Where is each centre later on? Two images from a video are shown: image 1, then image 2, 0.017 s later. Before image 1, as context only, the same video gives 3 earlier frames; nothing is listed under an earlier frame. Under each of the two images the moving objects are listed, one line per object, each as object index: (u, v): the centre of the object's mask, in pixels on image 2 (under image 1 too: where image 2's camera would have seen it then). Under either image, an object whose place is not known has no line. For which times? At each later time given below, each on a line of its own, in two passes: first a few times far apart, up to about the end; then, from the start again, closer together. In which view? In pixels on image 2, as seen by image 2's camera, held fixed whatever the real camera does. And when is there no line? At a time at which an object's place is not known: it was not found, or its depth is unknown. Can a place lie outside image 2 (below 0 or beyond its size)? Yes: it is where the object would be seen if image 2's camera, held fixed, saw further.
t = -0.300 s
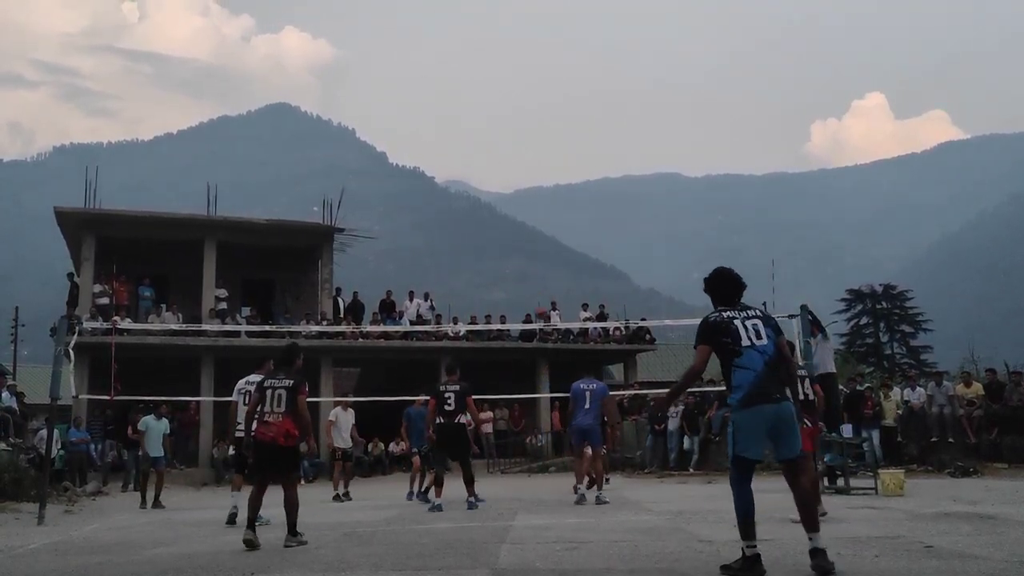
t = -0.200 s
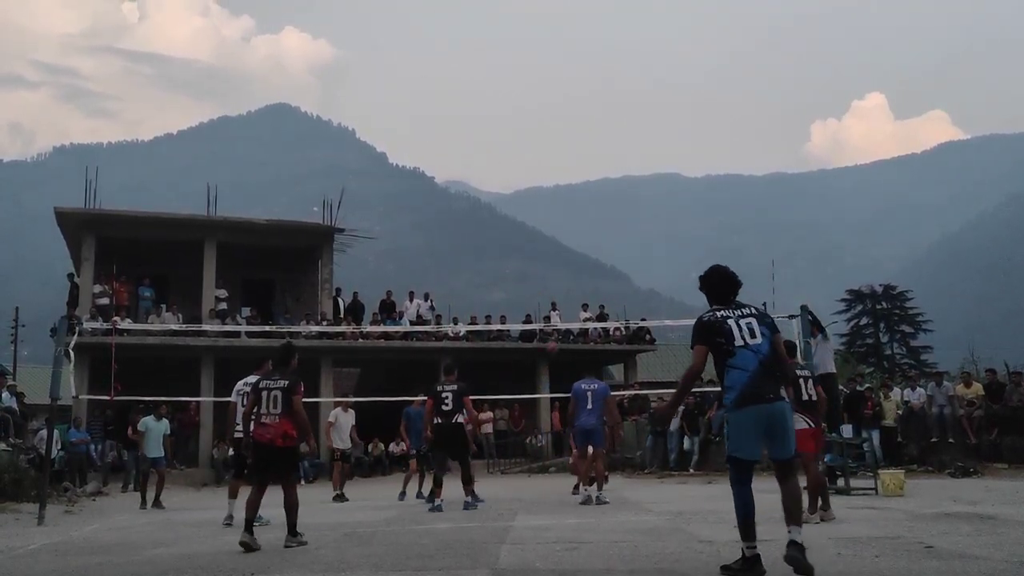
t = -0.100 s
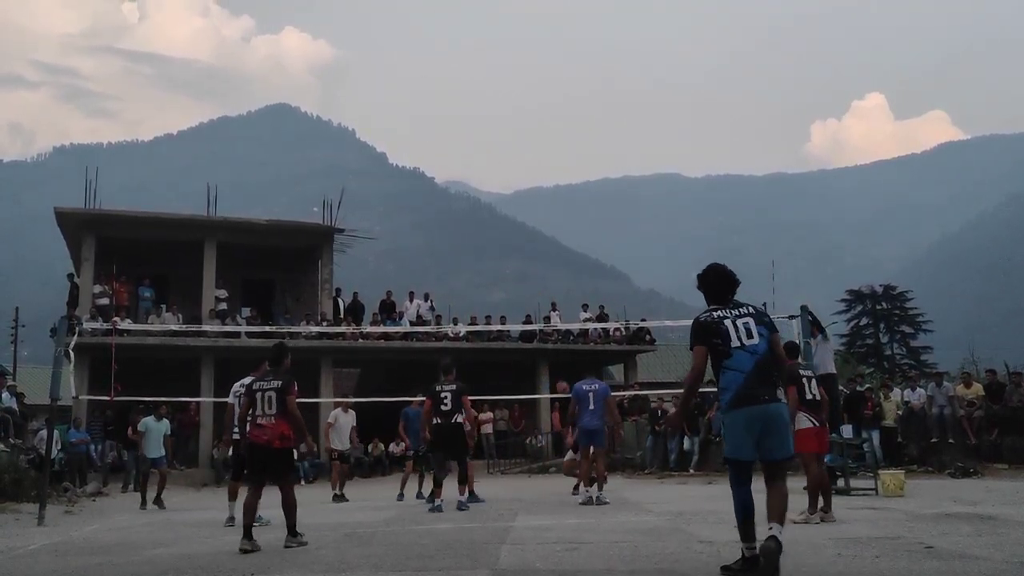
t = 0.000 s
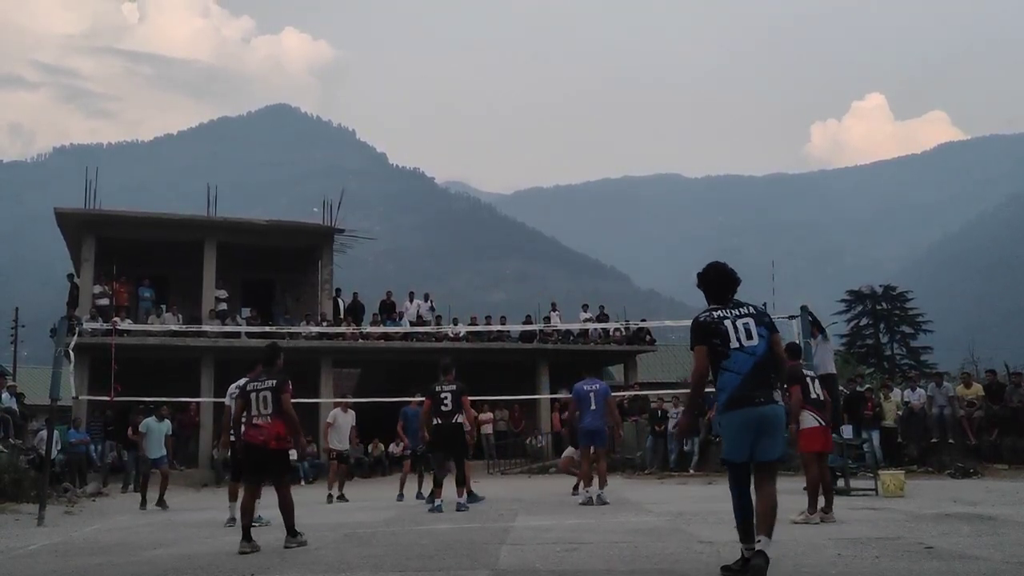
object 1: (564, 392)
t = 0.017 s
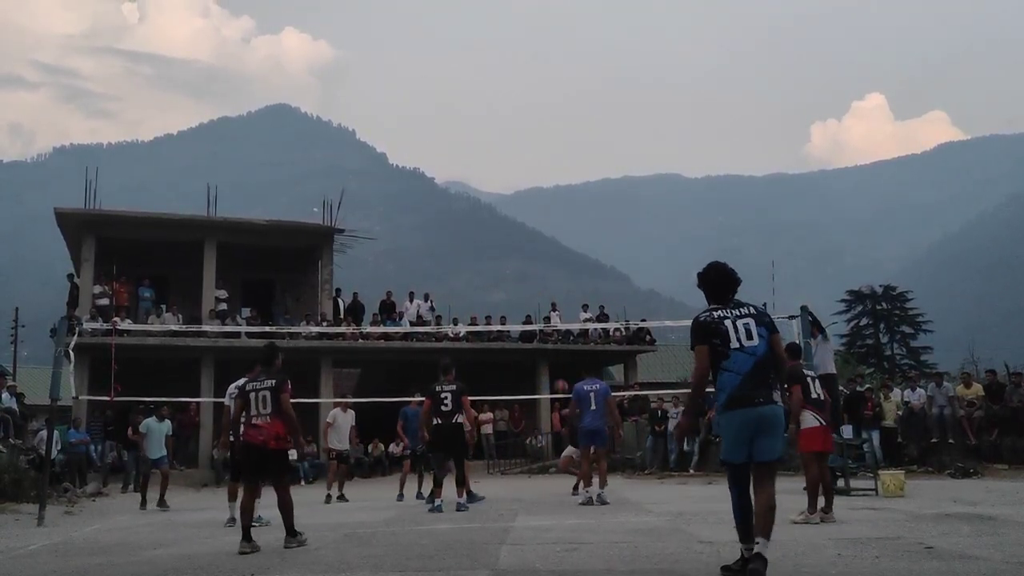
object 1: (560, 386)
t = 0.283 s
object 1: (518, 266)
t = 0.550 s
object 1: (477, 187)
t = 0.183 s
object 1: (534, 306)
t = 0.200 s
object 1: (531, 299)
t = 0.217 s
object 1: (528, 292)
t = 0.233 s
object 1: (526, 285)
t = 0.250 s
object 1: (523, 279)
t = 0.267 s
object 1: (521, 272)
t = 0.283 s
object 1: (518, 266)
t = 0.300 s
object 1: (516, 260)
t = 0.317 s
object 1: (513, 253)
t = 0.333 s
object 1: (511, 248)
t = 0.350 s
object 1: (508, 242)
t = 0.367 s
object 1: (505, 237)
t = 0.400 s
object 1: (500, 226)
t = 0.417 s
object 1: (498, 221)
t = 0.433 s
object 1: (495, 216)
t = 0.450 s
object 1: (493, 211)
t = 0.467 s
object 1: (490, 207)
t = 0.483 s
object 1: (487, 202)
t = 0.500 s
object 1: (485, 198)
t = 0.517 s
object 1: (482, 194)
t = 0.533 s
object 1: (480, 191)
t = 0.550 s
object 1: (477, 187)
